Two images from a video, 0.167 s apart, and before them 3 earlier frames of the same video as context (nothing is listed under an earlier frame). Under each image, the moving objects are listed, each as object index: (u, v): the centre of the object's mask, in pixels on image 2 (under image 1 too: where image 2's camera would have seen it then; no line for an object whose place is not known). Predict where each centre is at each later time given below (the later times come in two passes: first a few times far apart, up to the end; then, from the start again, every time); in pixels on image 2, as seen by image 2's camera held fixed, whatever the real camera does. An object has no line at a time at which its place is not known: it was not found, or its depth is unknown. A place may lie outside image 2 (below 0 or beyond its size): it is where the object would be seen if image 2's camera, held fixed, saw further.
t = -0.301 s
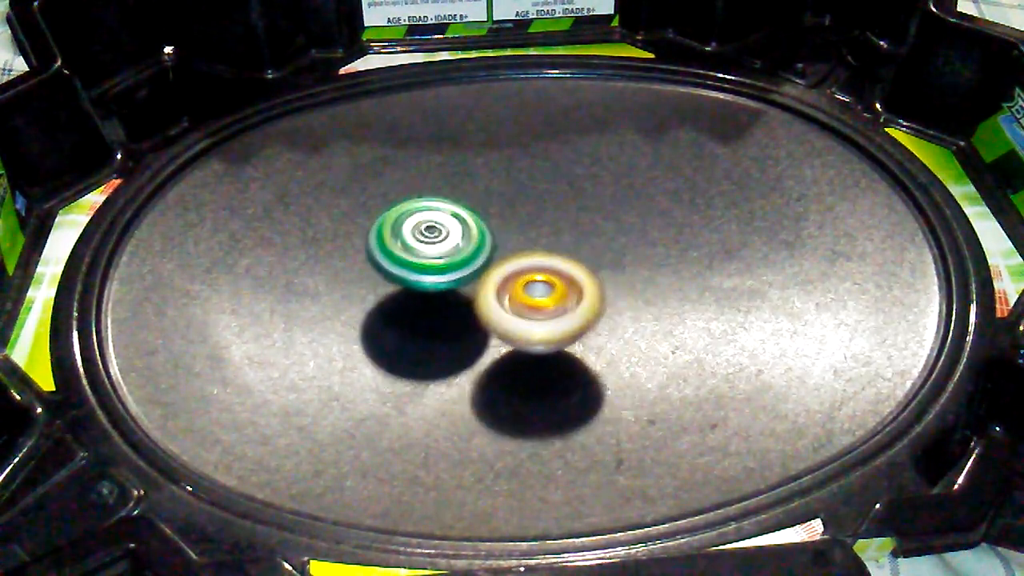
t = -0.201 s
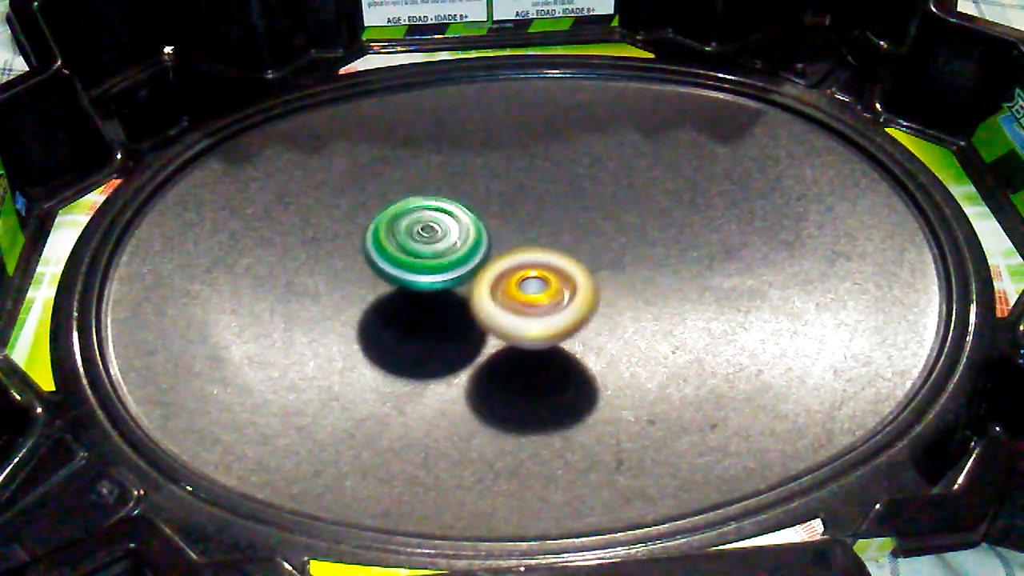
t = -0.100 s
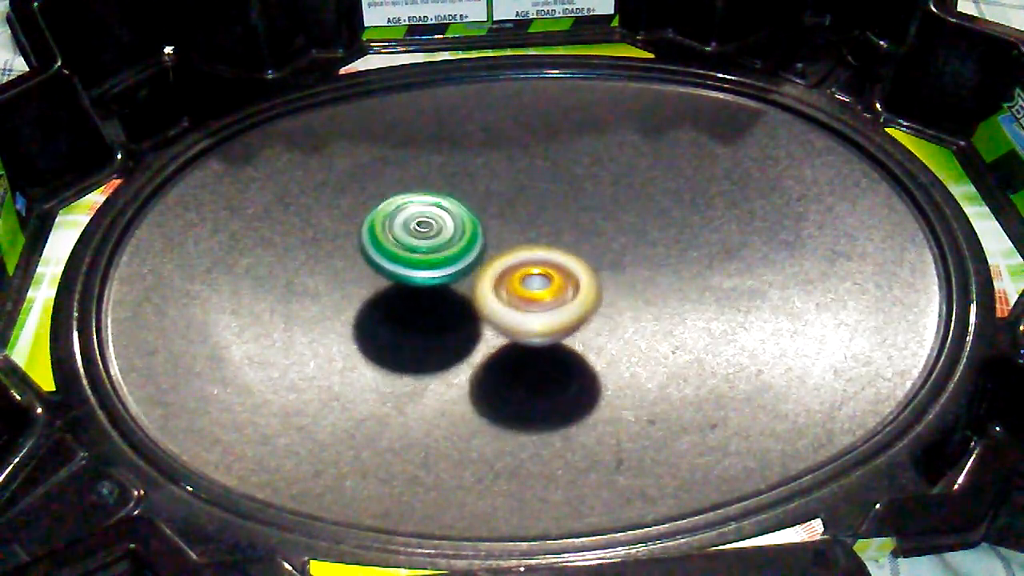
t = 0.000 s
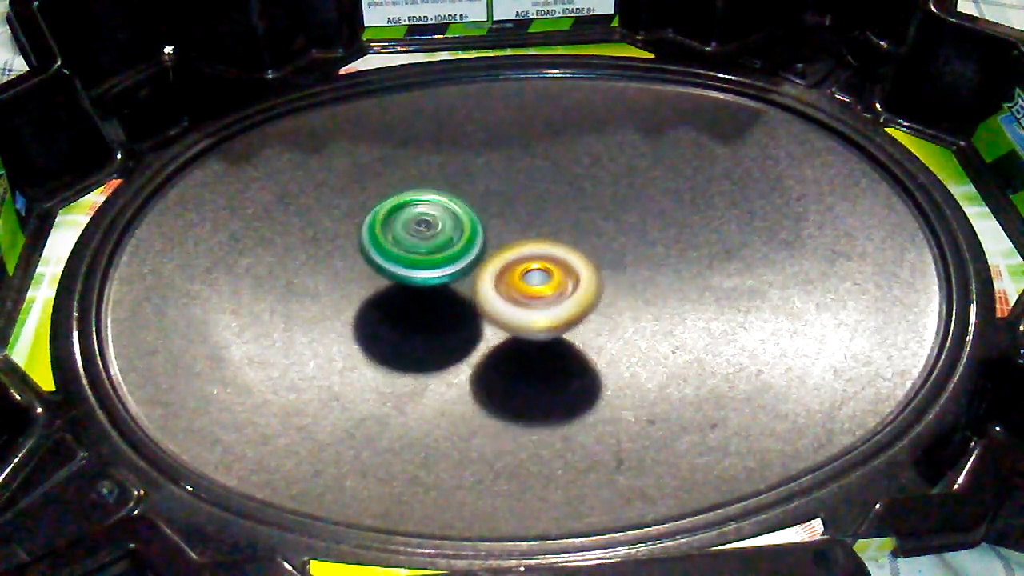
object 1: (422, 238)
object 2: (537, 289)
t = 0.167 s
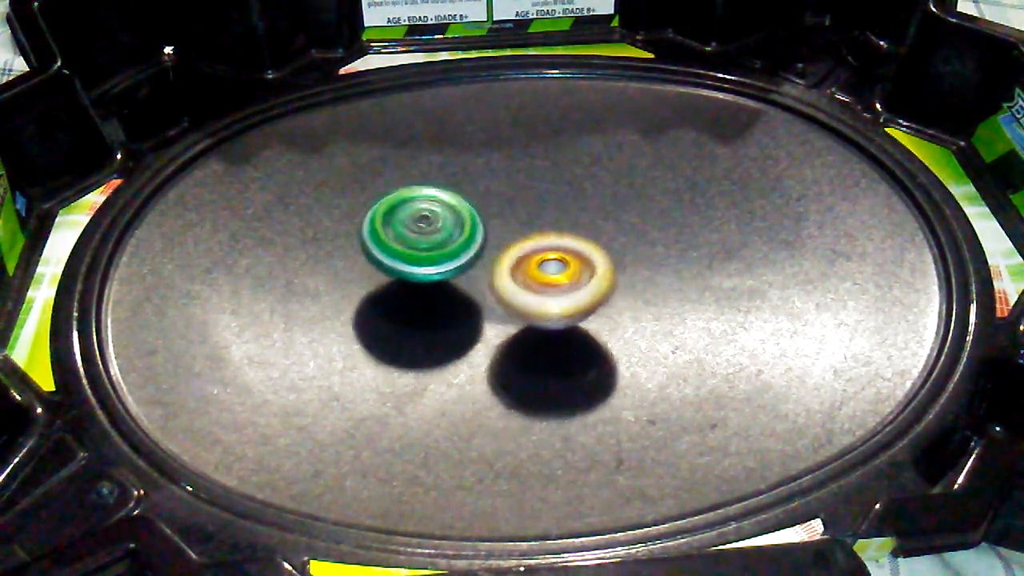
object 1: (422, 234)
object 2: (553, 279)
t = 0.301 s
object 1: (427, 240)
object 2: (567, 272)
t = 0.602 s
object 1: (454, 263)
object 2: (583, 244)
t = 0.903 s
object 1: (460, 287)
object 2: (574, 236)
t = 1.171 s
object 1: (447, 299)
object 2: (544, 232)
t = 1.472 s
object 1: (455, 294)
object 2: (544, 220)
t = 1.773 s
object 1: (467, 287)
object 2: (567, 225)
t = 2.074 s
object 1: (472, 288)
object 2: (589, 242)
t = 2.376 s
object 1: (477, 280)
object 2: (610, 256)
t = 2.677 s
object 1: (462, 270)
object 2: (603, 261)
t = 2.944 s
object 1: (451, 262)
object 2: (581, 260)
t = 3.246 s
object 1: (437, 258)
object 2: (589, 251)
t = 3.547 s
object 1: (454, 251)
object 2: (583, 258)
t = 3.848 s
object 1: (450, 258)
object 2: (580, 271)
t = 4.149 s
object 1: (447, 270)
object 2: (584, 274)
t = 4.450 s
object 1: (446, 272)
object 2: (577, 257)
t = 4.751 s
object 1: (448, 270)
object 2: (572, 235)
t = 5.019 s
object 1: (461, 275)
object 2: (581, 229)
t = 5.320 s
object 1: (473, 282)
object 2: (592, 238)
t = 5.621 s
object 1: (463, 284)
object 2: (589, 256)
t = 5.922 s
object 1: (429, 266)
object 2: (604, 267)
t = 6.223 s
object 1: (451, 251)
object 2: (583, 265)
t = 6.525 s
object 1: (442, 261)
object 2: (580, 263)
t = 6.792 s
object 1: (440, 274)
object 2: (579, 254)
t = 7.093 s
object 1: (449, 279)
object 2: (577, 255)
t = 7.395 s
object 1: (451, 284)
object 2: (580, 252)
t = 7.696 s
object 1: (461, 287)
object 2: (588, 253)
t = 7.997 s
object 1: (462, 287)
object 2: (588, 249)
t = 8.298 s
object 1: (464, 283)
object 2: (583, 243)
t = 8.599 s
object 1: (465, 278)
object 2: (580, 234)
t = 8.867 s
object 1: (450, 280)
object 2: (589, 232)
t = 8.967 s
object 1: (449, 278)
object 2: (592, 233)
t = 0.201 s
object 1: (421, 235)
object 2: (557, 278)
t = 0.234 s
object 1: (421, 236)
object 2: (561, 276)
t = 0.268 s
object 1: (423, 238)
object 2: (564, 274)
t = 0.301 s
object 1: (427, 240)
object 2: (567, 272)
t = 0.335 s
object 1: (431, 241)
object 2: (568, 270)
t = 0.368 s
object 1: (434, 243)
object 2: (569, 267)
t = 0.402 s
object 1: (439, 246)
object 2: (570, 265)
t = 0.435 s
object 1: (443, 248)
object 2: (573, 260)
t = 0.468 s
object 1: (445, 250)
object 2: (576, 255)
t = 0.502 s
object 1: (446, 253)
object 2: (579, 251)
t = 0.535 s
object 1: (449, 256)
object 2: (581, 248)
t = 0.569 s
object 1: (451, 260)
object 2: (583, 246)
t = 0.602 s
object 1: (454, 263)
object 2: (583, 244)
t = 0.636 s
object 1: (457, 266)
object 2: (583, 243)
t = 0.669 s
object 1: (458, 269)
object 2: (583, 241)
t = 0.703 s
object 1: (459, 272)
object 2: (583, 240)
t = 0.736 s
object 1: (459, 275)
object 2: (582, 239)
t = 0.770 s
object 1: (459, 278)
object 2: (581, 238)
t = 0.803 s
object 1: (460, 281)
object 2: (580, 237)
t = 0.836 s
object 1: (460, 284)
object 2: (578, 236)
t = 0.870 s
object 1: (460, 286)
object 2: (577, 236)
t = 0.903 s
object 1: (460, 287)
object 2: (574, 236)
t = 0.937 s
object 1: (460, 289)
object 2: (572, 236)
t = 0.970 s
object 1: (457, 290)
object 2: (568, 235)
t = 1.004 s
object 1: (456, 291)
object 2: (564, 234)
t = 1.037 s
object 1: (453, 293)
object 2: (560, 235)
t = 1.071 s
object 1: (452, 295)
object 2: (557, 235)
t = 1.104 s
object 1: (451, 296)
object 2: (554, 235)
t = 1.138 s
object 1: (450, 297)
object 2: (549, 234)
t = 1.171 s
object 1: (447, 299)
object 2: (544, 232)
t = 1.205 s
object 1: (447, 299)
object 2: (543, 231)
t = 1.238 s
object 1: (448, 299)
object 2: (541, 230)
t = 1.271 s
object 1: (447, 300)
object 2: (539, 228)
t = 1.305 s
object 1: (447, 300)
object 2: (539, 227)
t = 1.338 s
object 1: (449, 300)
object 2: (539, 226)
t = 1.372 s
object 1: (451, 299)
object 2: (540, 224)
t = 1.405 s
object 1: (453, 297)
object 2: (540, 223)
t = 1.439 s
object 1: (456, 295)
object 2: (542, 222)
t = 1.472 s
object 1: (455, 294)
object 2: (544, 220)
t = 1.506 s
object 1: (453, 296)
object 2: (548, 218)
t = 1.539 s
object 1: (455, 296)
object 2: (551, 217)
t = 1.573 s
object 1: (456, 296)
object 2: (554, 217)
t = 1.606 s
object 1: (458, 295)
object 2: (556, 216)
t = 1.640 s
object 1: (461, 294)
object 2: (559, 218)
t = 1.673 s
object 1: (463, 292)
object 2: (561, 218)
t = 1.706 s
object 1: (465, 290)
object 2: (563, 220)
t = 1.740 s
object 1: (467, 288)
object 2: (565, 222)
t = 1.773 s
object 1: (467, 287)
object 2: (567, 225)
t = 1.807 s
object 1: (466, 286)
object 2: (569, 226)
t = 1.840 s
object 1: (465, 286)
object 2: (571, 228)
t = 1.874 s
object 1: (465, 287)
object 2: (573, 231)
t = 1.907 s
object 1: (467, 287)
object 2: (575, 233)
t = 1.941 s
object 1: (468, 286)
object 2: (578, 235)
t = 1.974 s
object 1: (468, 287)
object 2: (580, 237)
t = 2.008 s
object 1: (468, 288)
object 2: (585, 238)
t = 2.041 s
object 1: (470, 289)
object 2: (587, 240)
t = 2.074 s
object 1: (472, 288)
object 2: (589, 242)
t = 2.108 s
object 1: (472, 288)
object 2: (592, 243)
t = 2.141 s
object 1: (472, 287)
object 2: (596, 246)
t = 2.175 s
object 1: (473, 286)
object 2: (597, 247)
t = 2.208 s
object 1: (475, 285)
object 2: (599, 250)
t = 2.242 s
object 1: (474, 285)
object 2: (601, 250)
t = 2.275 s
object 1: (473, 283)
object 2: (605, 252)
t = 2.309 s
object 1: (473, 283)
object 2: (607, 253)
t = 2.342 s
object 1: (475, 282)
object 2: (609, 255)
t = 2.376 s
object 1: (477, 280)
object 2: (610, 256)
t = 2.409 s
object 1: (480, 279)
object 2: (609, 257)
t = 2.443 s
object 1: (481, 276)
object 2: (609, 257)
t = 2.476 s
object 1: (477, 274)
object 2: (610, 258)
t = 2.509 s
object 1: (475, 273)
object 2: (609, 259)
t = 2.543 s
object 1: (473, 271)
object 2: (608, 259)
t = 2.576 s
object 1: (472, 270)
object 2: (606, 261)
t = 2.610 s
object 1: (472, 270)
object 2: (604, 261)
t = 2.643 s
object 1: (470, 269)
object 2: (602, 262)
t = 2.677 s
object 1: (462, 270)
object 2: (603, 261)
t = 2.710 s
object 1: (457, 270)
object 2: (602, 260)
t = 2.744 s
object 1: (454, 270)
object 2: (600, 261)
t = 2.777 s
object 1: (454, 270)
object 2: (599, 261)
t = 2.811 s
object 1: (454, 269)
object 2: (596, 260)
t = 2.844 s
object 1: (453, 267)
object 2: (591, 260)
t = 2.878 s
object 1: (453, 266)
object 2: (589, 260)
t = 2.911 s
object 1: (454, 264)
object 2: (584, 260)
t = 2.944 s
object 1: (451, 262)
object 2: (581, 260)
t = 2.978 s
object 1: (450, 261)
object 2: (578, 258)
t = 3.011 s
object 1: (447, 261)
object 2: (578, 256)
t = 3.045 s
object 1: (444, 260)
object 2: (576, 254)
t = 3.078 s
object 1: (444, 261)
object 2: (576, 254)
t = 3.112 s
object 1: (446, 261)
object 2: (576, 253)
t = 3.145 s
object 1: (446, 260)
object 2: (578, 252)
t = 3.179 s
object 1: (440, 259)
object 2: (583, 250)
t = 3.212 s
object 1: (438, 258)
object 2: (586, 250)
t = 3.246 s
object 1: (437, 258)
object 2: (589, 251)
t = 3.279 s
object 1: (436, 257)
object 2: (592, 251)
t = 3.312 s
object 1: (438, 255)
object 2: (593, 252)
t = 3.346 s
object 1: (439, 253)
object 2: (593, 253)
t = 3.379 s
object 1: (441, 251)
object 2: (594, 253)
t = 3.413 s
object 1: (442, 251)
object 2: (593, 254)
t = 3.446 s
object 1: (444, 250)
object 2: (591, 255)
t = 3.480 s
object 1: (447, 250)
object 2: (589, 256)
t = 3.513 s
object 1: (450, 250)
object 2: (586, 257)
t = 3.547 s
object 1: (454, 251)
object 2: (583, 258)
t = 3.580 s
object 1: (454, 251)
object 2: (584, 259)
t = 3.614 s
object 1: (450, 250)
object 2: (588, 260)
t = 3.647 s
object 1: (447, 250)
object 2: (588, 262)
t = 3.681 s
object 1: (446, 252)
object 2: (587, 265)
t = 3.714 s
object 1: (447, 254)
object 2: (586, 266)
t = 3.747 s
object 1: (449, 255)
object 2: (583, 268)
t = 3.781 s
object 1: (452, 257)
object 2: (581, 270)
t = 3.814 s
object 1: (452, 258)
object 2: (582, 270)
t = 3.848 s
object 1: (450, 258)
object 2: (580, 271)
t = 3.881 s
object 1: (451, 260)
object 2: (581, 272)
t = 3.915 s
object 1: (451, 261)
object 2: (582, 273)
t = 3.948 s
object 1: (451, 263)
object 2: (581, 274)
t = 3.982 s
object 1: (450, 264)
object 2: (582, 274)
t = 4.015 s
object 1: (450, 266)
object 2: (582, 274)
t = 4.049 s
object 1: (450, 267)
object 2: (582, 274)
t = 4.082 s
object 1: (448, 268)
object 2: (583, 274)
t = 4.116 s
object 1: (447, 269)
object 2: (583, 274)
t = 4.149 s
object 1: (447, 270)
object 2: (584, 274)
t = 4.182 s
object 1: (448, 271)
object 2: (583, 273)
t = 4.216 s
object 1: (449, 271)
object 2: (581, 272)
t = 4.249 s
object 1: (449, 271)
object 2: (581, 270)
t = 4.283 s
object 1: (447, 271)
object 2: (581, 269)
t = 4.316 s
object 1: (446, 271)
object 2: (579, 266)
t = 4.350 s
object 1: (446, 272)
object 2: (578, 265)
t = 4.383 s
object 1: (446, 272)
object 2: (577, 262)
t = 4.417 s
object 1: (446, 272)
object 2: (577, 260)
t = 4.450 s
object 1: (446, 272)
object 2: (577, 257)
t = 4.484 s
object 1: (444, 272)
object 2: (577, 254)
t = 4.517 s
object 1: (444, 271)
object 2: (577, 251)
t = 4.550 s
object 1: (444, 270)
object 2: (577, 248)
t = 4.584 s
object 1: (446, 270)
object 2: (575, 245)
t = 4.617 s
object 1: (447, 269)
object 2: (574, 244)
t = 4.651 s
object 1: (448, 269)
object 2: (573, 241)
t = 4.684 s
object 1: (446, 269)
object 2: (573, 238)
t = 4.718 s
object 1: (446, 269)
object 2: (573, 236)
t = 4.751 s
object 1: (448, 270)
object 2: (572, 235)
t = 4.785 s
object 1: (450, 270)
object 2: (572, 233)
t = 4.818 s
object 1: (452, 269)
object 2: (572, 232)
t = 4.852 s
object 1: (451, 270)
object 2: (574, 230)
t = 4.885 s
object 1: (452, 271)
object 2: (575, 230)
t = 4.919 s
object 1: (455, 273)
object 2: (575, 230)
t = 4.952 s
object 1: (459, 274)
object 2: (577, 230)
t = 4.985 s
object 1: (461, 274)
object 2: (579, 230)
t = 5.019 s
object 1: (461, 275)
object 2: (581, 229)
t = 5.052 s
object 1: (462, 275)
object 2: (583, 229)
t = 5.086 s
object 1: (464, 277)
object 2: (586, 229)
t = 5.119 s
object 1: (466, 278)
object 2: (589, 229)
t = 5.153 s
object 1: (468, 279)
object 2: (591, 230)
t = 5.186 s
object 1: (471, 279)
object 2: (592, 231)
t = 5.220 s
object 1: (473, 279)
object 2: (593, 233)
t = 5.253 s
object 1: (475, 280)
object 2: (592, 235)
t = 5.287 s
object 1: (474, 281)
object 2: (593, 237)
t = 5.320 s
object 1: (473, 282)
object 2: (592, 238)
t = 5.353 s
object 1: (472, 282)
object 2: (592, 241)
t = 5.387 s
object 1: (472, 284)
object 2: (592, 243)
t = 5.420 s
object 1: (472, 285)
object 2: (592, 244)
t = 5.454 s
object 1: (470, 285)
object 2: (592, 246)
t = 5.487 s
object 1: (467, 286)
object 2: (591, 247)
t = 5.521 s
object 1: (466, 286)
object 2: (591, 250)
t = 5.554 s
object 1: (464, 286)
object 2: (591, 252)
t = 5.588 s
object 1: (464, 285)
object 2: (590, 254)
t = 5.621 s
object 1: (463, 284)
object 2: (589, 256)
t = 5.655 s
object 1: (458, 283)
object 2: (589, 258)
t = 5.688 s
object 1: (456, 282)
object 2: (588, 260)
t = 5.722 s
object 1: (456, 281)
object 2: (586, 262)
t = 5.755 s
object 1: (456, 280)
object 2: (586, 265)
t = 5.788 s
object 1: (447, 276)
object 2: (593, 265)
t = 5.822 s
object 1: (436, 273)
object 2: (598, 266)
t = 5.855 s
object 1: (432, 271)
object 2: (601, 267)
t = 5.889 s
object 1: (430, 268)
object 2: (603, 267)
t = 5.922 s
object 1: (429, 266)
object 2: (604, 267)
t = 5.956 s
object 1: (428, 263)
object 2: (604, 267)
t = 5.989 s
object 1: (429, 260)
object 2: (605, 268)
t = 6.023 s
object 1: (432, 257)
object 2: (603, 267)
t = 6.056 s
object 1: (434, 255)
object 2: (602, 267)
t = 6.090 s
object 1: (437, 254)
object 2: (598, 267)
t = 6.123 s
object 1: (441, 253)
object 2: (595, 267)
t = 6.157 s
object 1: (446, 252)
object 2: (590, 267)
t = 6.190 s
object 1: (451, 251)
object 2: (584, 267)
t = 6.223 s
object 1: (451, 251)
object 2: (583, 265)
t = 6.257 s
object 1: (443, 249)
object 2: (588, 264)
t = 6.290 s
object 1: (437, 249)
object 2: (591, 264)
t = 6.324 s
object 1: (434, 250)
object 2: (590, 264)
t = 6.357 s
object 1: (434, 252)
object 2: (591, 264)
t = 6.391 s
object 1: (435, 255)
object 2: (590, 264)
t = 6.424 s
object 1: (438, 257)
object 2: (589, 264)
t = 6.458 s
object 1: (439, 259)
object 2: (586, 263)
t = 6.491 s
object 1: (441, 260)
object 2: (584, 264)
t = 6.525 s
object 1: (442, 261)
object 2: (580, 263)
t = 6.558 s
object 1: (443, 263)
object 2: (577, 263)
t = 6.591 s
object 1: (443, 264)
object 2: (574, 261)
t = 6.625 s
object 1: (442, 265)
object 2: (573, 259)
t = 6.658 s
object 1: (442, 268)
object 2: (572, 258)
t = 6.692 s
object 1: (439, 270)
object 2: (573, 257)
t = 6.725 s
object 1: (439, 271)
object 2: (576, 257)
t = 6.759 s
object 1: (440, 273)
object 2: (578, 256)
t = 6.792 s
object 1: (440, 274)
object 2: (579, 254)
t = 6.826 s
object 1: (440, 275)
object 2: (580, 254)
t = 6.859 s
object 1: (440, 276)
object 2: (581, 254)
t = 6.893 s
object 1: (441, 276)
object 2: (581, 254)
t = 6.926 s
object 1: (443, 276)
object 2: (582, 255)
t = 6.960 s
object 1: (444, 277)
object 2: (581, 255)
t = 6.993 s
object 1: (444, 277)
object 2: (581, 256)
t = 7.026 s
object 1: (445, 278)
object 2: (580, 256)
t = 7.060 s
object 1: (448, 278)
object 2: (579, 256)
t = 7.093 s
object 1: (449, 279)
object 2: (577, 255)
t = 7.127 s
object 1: (446, 280)
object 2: (579, 254)
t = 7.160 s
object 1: (446, 281)
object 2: (577, 253)
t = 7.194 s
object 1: (446, 281)
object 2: (578, 254)
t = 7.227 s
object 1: (446, 283)
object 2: (579, 254)
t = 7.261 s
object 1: (446, 284)
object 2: (580, 253)
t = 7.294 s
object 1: (447, 284)
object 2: (580, 253)
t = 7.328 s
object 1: (449, 284)
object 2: (580, 253)
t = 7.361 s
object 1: (449, 284)
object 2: (580, 252)
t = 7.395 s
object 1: (451, 284)
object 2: (580, 252)
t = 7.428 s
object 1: (452, 284)
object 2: (579, 252)
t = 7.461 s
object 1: (455, 285)
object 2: (579, 253)
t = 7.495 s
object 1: (455, 285)
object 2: (580, 253)
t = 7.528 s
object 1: (455, 286)
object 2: (583, 252)
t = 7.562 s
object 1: (457, 286)
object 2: (583, 252)
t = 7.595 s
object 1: (459, 287)
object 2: (584, 254)
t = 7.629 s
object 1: (461, 286)
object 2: (587, 254)
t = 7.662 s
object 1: (463, 287)
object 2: (587, 254)
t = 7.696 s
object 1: (461, 287)
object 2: (588, 253)
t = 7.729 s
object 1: (461, 287)
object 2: (590, 254)
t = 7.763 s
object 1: (463, 289)
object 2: (591, 253)
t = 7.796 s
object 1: (464, 289)
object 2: (592, 252)
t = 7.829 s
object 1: (465, 288)
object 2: (590, 252)
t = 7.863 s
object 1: (466, 287)
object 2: (590, 252)
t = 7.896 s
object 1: (466, 288)
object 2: (589, 251)
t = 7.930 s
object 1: (465, 288)
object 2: (588, 250)
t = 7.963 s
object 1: (463, 288)
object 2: (587, 250)
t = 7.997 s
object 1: (462, 287)
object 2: (588, 249)
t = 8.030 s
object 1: (464, 288)
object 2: (587, 248)
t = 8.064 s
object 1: (465, 288)
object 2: (586, 249)
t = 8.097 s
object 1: (465, 287)
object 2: (586, 248)
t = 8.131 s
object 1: (466, 286)
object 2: (585, 247)
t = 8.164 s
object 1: (465, 285)
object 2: (584, 246)
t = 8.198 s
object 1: (463, 285)
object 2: (585, 244)
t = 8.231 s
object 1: (462, 285)
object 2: (584, 243)
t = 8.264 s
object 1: (464, 284)
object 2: (583, 244)
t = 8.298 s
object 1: (464, 283)
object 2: (583, 243)
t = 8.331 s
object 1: (463, 281)
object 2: (584, 241)
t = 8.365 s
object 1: (463, 281)
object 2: (581, 241)
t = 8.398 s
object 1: (462, 281)
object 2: (583, 239)
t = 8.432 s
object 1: (461, 281)
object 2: (583, 238)
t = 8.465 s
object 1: (462, 280)
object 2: (582, 238)
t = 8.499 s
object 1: (464, 279)
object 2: (581, 238)
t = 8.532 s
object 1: (464, 279)
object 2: (582, 235)
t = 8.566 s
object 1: (464, 278)
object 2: (581, 233)
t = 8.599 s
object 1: (465, 278)
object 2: (580, 234)
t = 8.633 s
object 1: (464, 278)
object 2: (581, 234)
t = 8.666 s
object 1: (464, 277)
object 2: (582, 234)
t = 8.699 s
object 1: (466, 277)
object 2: (582, 233)
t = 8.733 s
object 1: (465, 277)
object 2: (582, 234)
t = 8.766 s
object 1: (457, 278)
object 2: (586, 231)
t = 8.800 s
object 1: (451, 279)
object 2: (586, 230)
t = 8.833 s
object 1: (450, 280)
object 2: (587, 231)
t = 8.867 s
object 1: (450, 280)
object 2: (589, 232)
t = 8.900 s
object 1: (449, 280)
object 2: (592, 231)
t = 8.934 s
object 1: (449, 279)
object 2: (591, 231)
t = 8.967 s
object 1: (449, 278)
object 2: (592, 233)
